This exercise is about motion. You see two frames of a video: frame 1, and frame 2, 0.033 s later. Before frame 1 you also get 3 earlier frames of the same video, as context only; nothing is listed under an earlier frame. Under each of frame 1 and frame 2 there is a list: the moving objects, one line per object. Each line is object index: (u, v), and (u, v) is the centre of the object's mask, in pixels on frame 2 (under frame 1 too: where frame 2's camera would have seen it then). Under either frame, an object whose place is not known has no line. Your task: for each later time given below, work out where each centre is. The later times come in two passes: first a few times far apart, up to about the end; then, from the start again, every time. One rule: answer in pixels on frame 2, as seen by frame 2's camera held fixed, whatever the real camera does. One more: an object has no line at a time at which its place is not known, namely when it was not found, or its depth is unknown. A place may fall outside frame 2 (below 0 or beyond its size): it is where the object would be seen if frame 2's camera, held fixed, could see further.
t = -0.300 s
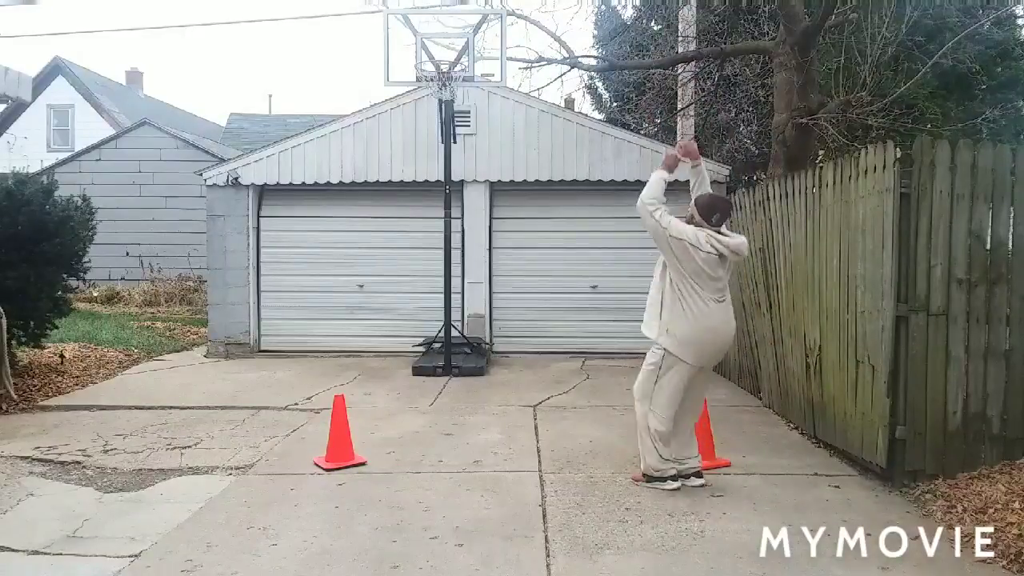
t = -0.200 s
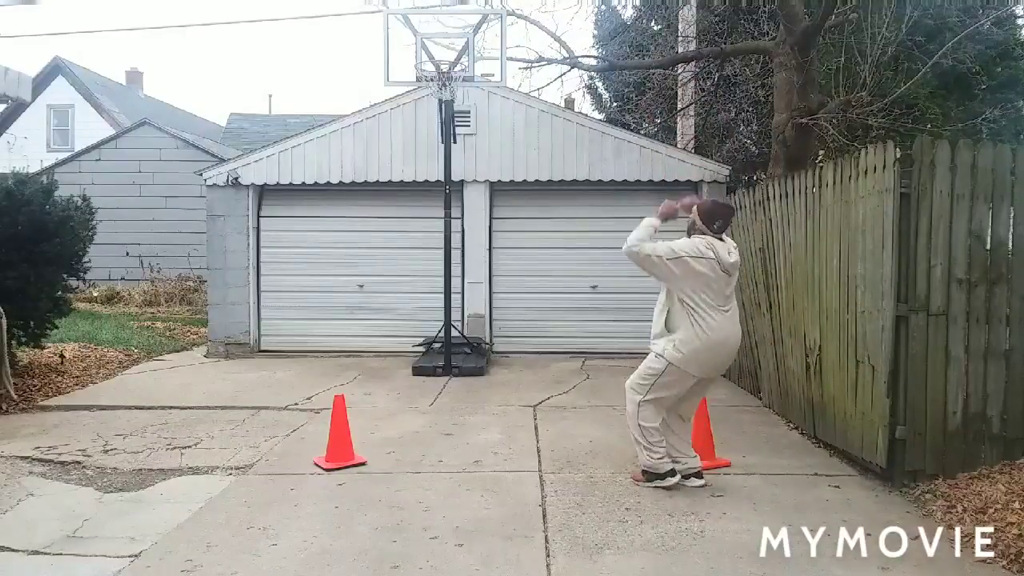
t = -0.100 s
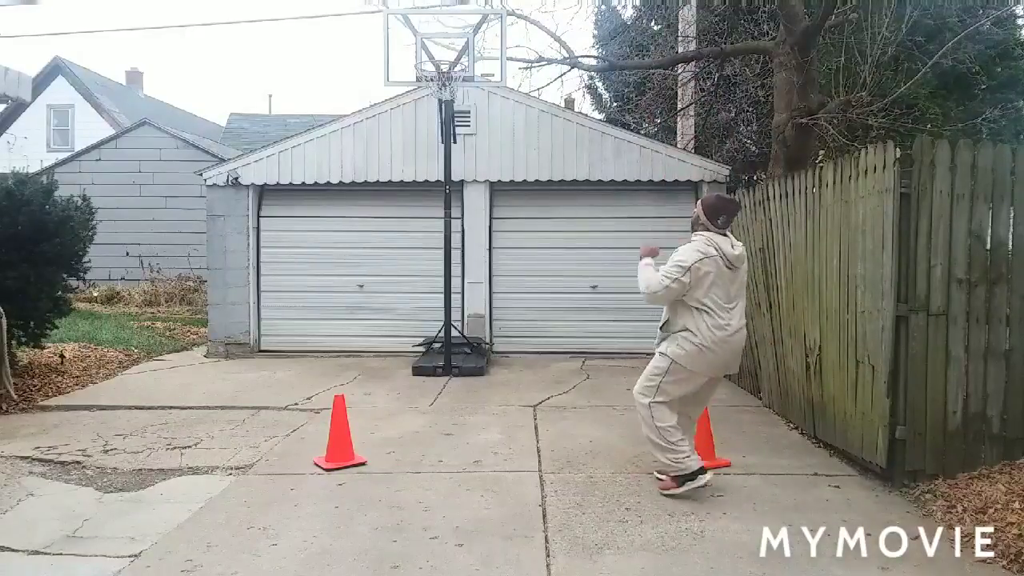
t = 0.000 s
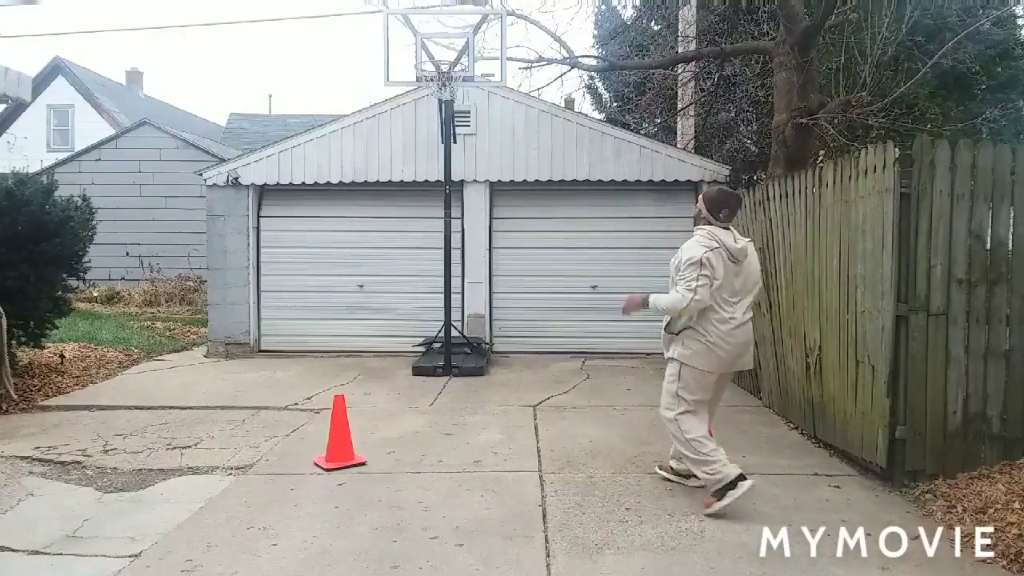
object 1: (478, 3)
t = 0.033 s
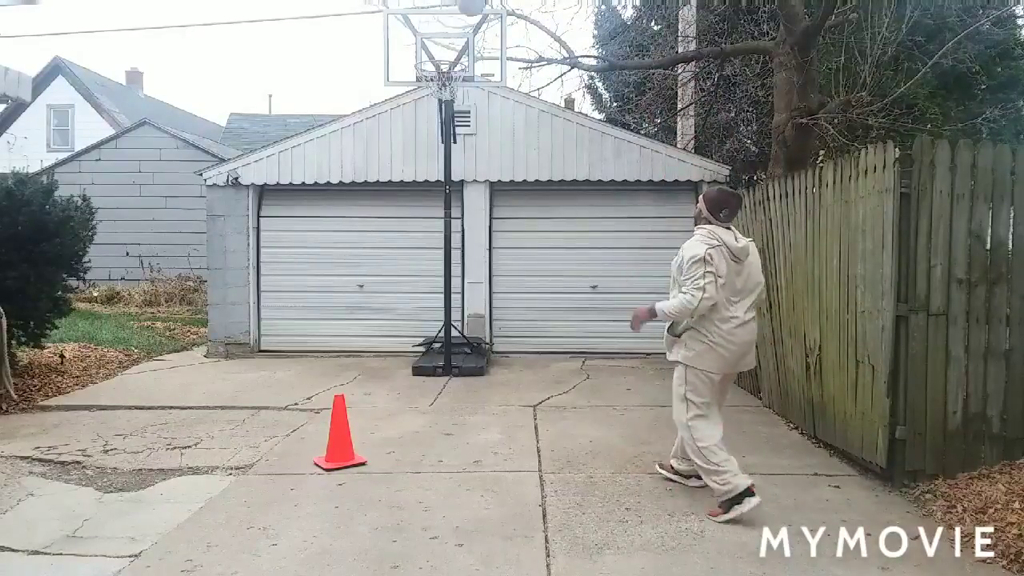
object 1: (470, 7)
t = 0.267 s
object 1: (439, 35)
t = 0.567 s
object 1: (423, 55)
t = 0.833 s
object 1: (409, 153)
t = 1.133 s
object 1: (393, 349)
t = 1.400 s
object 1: (378, 283)
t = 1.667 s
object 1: (364, 219)
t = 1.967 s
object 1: (348, 239)
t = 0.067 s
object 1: (463, 13)
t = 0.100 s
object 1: (456, 27)
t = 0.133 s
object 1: (449, 40)
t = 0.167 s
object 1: (445, 50)
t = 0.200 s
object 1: (443, 44)
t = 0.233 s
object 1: (441, 38)
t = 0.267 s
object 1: (439, 35)
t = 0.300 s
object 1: (437, 32)
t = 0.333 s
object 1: (435, 31)
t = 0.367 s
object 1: (433, 30)
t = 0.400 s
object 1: (432, 31)
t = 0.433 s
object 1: (430, 32)
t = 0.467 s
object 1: (428, 36)
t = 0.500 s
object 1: (426, 41)
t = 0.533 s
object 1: (424, 47)
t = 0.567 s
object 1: (423, 55)
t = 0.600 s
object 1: (421, 62)
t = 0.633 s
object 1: (420, 73)
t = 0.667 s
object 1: (417, 83)
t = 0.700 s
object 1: (416, 94)
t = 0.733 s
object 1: (414, 107)
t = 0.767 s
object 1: (412, 121)
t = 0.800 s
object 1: (410, 137)
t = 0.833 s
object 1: (409, 153)
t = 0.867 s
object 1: (407, 170)
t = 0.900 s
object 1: (405, 186)
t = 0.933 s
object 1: (404, 206)
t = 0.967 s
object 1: (402, 228)
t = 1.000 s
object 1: (400, 252)
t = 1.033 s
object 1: (399, 273)
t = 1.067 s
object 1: (397, 298)
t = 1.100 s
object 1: (395, 321)
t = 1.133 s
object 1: (393, 349)
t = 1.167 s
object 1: (391, 376)
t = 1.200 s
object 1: (390, 387)
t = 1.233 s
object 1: (387, 366)
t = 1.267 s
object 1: (385, 347)
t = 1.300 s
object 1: (383, 329)
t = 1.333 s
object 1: (382, 312)
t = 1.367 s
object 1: (380, 297)
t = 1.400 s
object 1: (378, 283)
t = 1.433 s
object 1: (376, 270)
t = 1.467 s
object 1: (374, 259)
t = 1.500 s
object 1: (372, 249)
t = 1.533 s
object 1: (371, 241)
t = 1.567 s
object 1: (369, 233)
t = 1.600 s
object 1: (367, 228)
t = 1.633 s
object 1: (365, 223)
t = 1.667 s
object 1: (364, 219)
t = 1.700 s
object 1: (362, 216)
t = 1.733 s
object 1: (360, 214)
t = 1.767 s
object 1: (358, 214)
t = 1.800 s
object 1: (357, 216)
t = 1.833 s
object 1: (355, 218)
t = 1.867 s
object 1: (353, 222)
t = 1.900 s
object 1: (351, 226)
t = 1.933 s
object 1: (350, 233)
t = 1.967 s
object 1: (348, 239)
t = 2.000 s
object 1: (346, 248)
